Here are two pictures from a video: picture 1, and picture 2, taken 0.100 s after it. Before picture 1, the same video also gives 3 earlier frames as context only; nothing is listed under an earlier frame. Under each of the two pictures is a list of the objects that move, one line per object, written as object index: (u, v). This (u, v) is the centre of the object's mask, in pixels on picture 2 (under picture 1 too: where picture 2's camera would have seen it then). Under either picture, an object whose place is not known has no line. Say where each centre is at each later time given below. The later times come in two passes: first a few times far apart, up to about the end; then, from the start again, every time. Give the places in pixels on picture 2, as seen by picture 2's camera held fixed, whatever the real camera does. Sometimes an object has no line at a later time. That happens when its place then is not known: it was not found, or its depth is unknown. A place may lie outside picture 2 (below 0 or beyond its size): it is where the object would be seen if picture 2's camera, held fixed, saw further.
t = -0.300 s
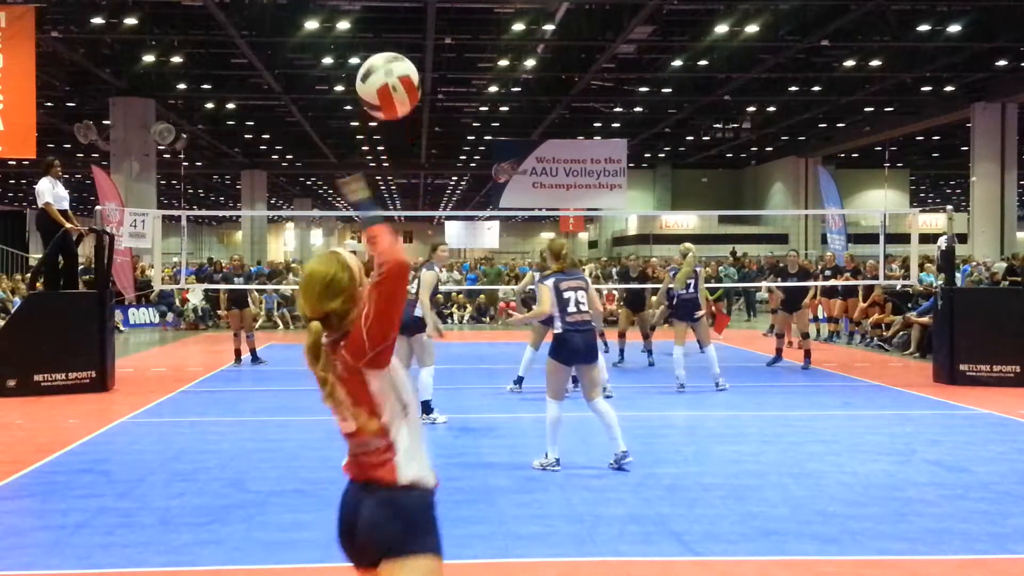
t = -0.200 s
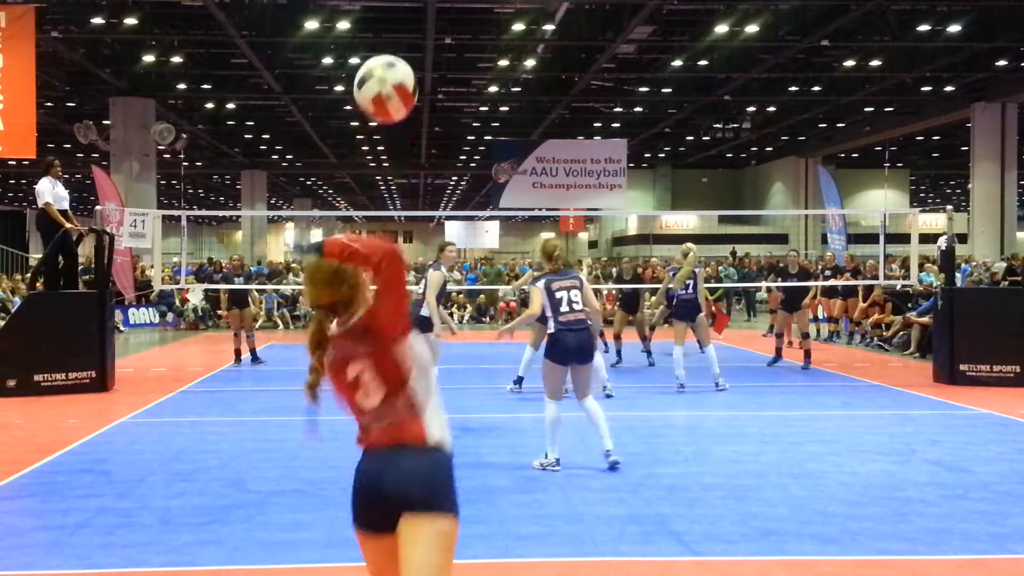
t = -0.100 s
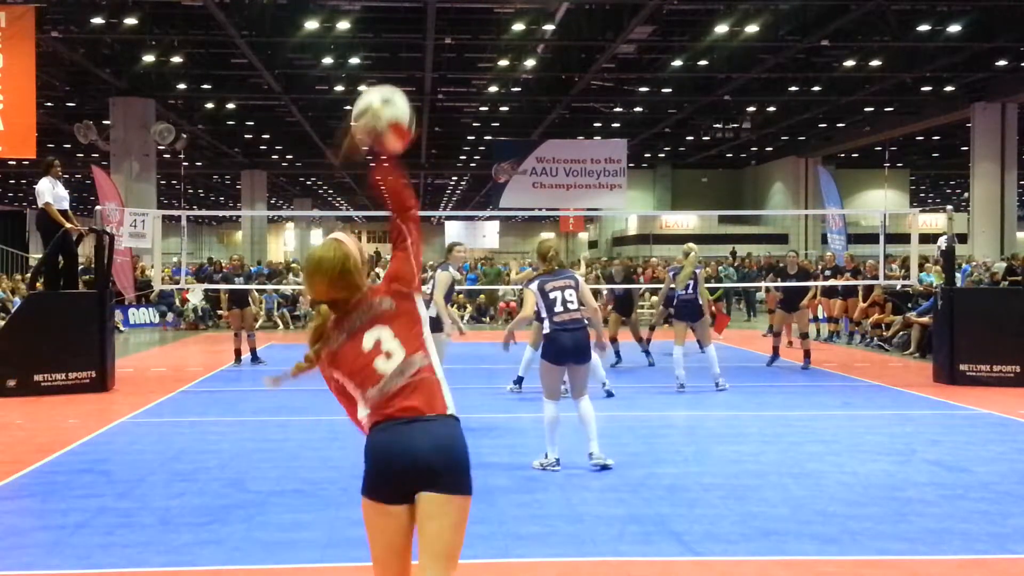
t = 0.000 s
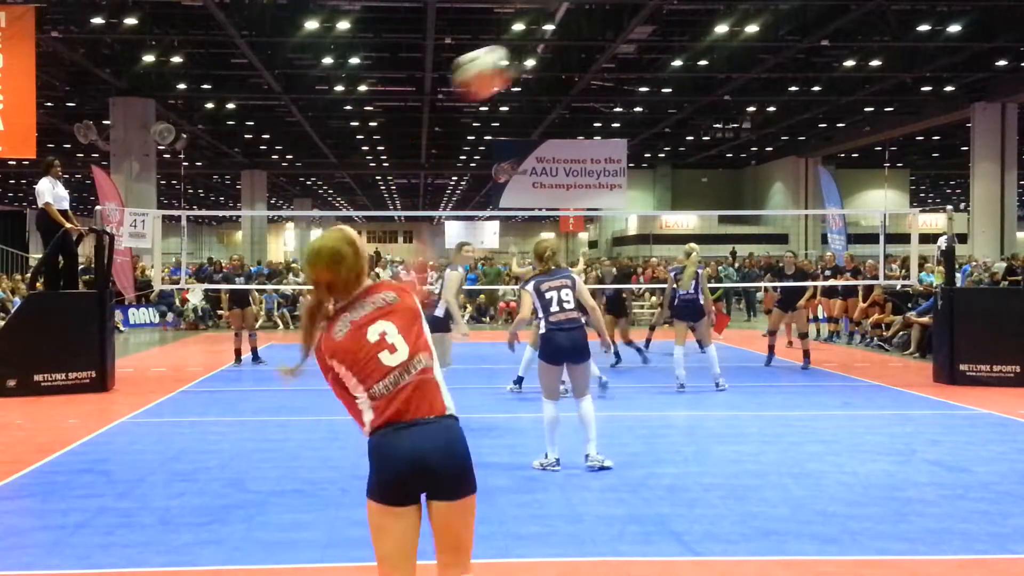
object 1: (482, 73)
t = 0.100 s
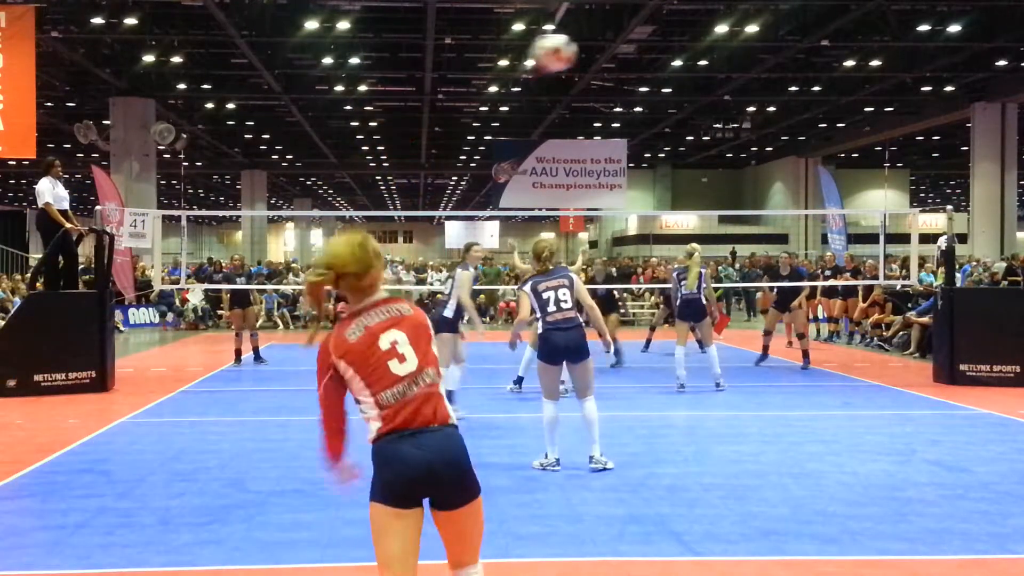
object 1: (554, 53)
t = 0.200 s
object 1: (601, 57)
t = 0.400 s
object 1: (668, 92)
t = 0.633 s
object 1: (714, 143)
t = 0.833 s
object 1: (736, 192)
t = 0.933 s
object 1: (745, 218)
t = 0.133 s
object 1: (570, 52)
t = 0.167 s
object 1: (587, 54)
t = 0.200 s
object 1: (601, 57)
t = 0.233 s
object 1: (615, 62)
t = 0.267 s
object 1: (627, 67)
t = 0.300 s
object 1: (639, 72)
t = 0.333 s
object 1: (649, 79)
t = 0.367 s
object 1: (659, 85)
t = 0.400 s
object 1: (668, 92)
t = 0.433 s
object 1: (677, 99)
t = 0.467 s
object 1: (685, 106)
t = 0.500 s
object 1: (692, 113)
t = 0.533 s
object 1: (698, 120)
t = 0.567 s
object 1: (704, 127)
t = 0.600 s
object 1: (710, 135)
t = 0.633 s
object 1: (714, 143)
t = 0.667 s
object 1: (718, 151)
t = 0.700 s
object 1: (722, 159)
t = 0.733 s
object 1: (726, 168)
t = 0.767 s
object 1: (729, 175)
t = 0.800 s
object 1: (733, 184)
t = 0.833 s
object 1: (736, 192)
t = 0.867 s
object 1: (739, 200)
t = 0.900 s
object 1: (742, 209)
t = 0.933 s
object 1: (745, 218)
